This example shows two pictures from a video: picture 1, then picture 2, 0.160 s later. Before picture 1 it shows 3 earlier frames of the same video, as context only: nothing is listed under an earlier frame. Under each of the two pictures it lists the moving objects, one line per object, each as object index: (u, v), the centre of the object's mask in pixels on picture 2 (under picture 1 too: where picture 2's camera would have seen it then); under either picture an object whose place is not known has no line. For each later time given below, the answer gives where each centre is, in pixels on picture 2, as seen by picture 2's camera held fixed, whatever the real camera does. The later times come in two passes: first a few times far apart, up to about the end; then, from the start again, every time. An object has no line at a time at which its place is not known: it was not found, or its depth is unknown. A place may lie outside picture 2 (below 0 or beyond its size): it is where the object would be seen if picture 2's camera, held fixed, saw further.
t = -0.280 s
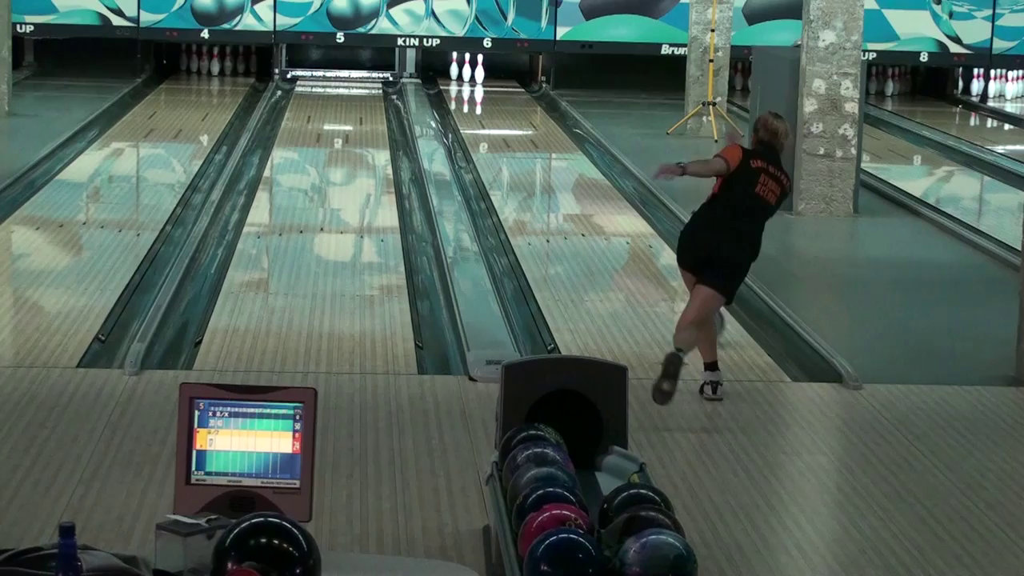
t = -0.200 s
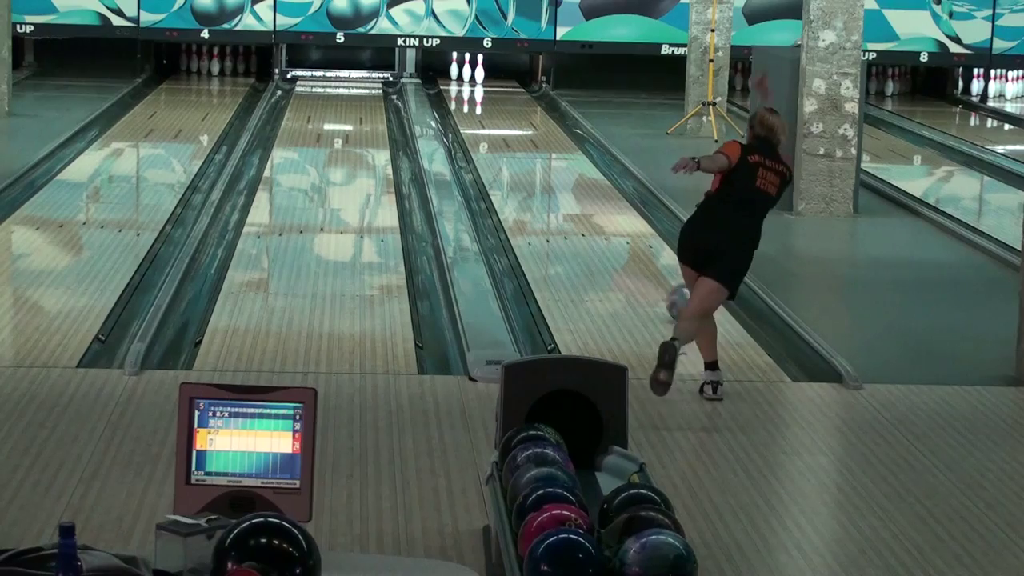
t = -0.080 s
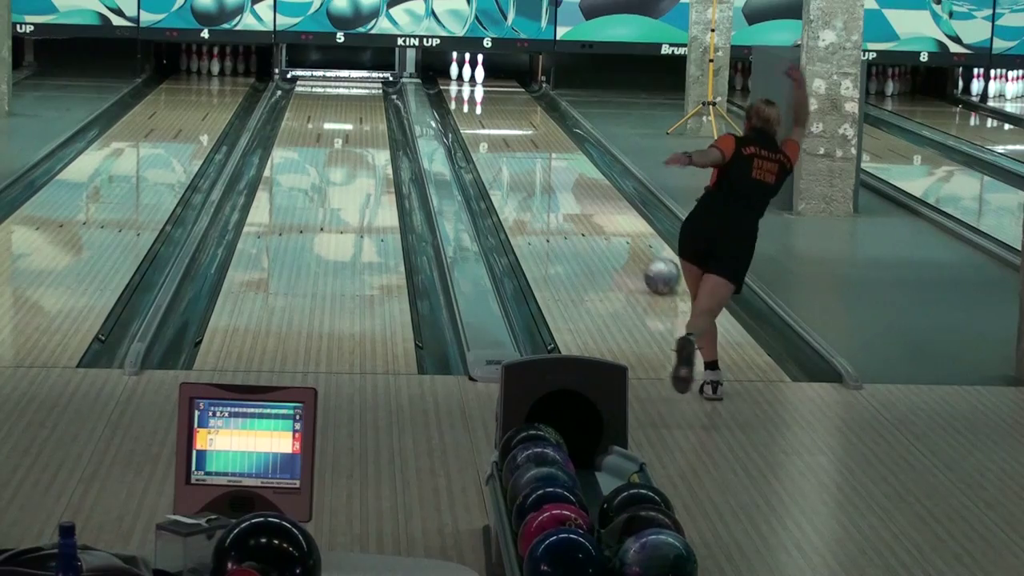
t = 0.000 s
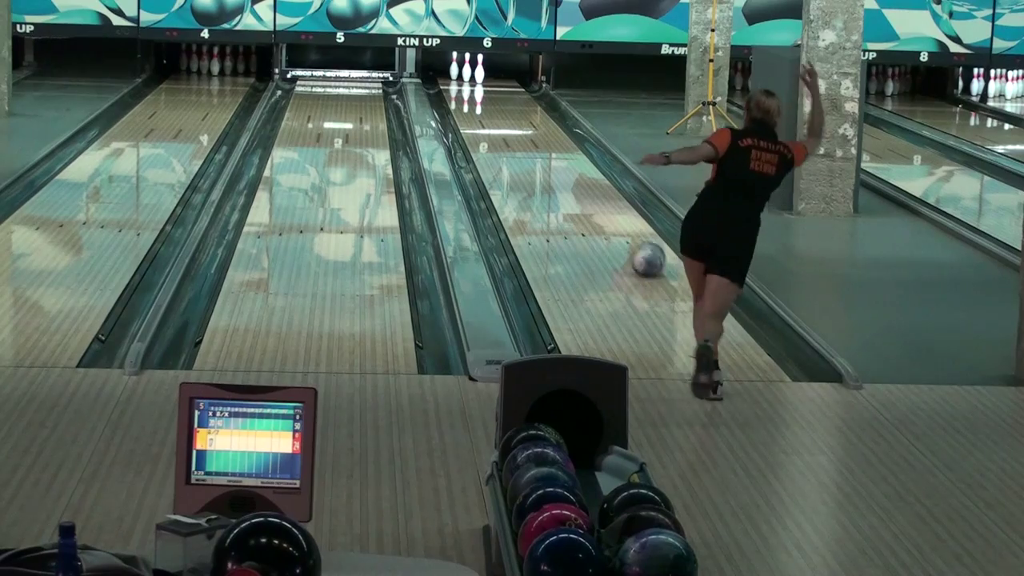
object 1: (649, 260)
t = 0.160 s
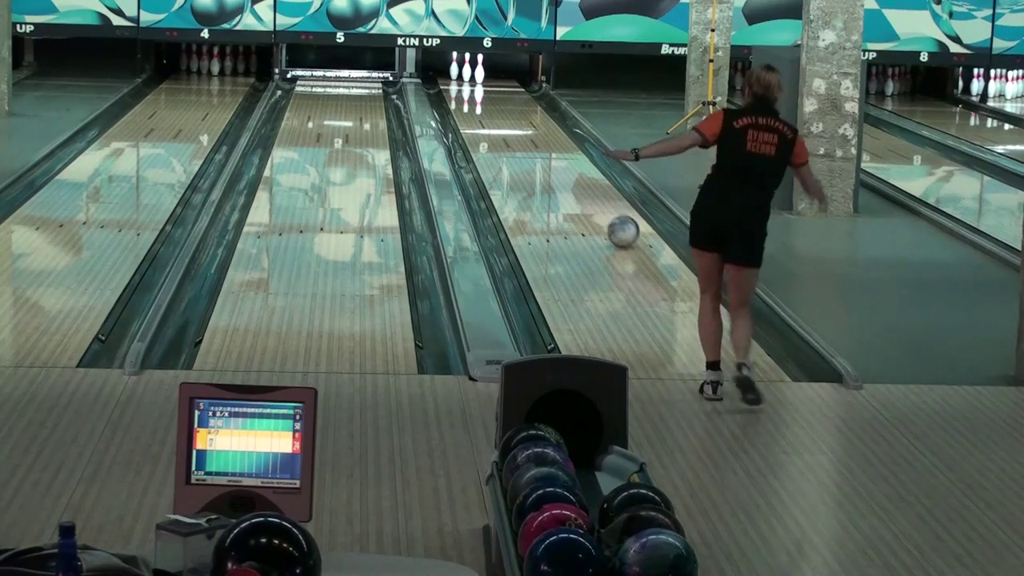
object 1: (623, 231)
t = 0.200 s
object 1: (617, 224)
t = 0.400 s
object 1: (591, 197)
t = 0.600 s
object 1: (571, 173)
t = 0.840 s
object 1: (550, 150)
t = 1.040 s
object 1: (535, 133)
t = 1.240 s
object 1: (522, 120)
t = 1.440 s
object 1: (511, 107)
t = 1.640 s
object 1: (498, 96)
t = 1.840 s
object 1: (489, 87)
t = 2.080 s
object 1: (477, 77)
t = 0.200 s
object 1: (617, 224)
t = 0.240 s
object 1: (612, 219)
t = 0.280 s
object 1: (607, 213)
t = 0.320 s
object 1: (602, 207)
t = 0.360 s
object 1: (597, 202)
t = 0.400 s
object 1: (591, 197)
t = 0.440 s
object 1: (587, 190)
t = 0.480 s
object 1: (583, 186)
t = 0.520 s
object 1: (579, 182)
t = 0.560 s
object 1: (575, 177)
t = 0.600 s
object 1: (571, 173)
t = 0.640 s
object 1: (567, 169)
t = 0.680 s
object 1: (564, 165)
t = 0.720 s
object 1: (560, 161)
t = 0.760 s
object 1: (556, 157)
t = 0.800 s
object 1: (553, 153)
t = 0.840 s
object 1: (550, 150)
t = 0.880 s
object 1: (547, 147)
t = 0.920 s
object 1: (544, 144)
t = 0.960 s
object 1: (541, 139)
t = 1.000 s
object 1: (538, 136)
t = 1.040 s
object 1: (535, 133)
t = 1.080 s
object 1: (533, 130)
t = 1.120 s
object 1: (530, 128)
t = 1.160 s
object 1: (528, 125)
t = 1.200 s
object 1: (525, 122)
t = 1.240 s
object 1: (522, 120)
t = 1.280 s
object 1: (520, 117)
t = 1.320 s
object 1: (517, 114)
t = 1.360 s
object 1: (515, 112)
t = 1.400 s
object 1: (513, 110)
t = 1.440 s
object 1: (511, 107)
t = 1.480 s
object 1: (508, 104)
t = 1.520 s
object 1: (505, 103)
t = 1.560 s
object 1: (502, 101)
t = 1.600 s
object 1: (500, 99)
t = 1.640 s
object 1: (498, 96)
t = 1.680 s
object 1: (497, 94)
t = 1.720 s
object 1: (495, 93)
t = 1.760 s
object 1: (493, 91)
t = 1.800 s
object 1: (491, 88)
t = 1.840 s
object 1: (489, 87)
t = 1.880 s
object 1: (487, 85)
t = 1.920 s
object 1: (485, 84)
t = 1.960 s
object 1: (482, 82)
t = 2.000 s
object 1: (480, 81)
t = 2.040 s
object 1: (478, 79)
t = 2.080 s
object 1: (477, 77)
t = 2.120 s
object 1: (474, 77)
